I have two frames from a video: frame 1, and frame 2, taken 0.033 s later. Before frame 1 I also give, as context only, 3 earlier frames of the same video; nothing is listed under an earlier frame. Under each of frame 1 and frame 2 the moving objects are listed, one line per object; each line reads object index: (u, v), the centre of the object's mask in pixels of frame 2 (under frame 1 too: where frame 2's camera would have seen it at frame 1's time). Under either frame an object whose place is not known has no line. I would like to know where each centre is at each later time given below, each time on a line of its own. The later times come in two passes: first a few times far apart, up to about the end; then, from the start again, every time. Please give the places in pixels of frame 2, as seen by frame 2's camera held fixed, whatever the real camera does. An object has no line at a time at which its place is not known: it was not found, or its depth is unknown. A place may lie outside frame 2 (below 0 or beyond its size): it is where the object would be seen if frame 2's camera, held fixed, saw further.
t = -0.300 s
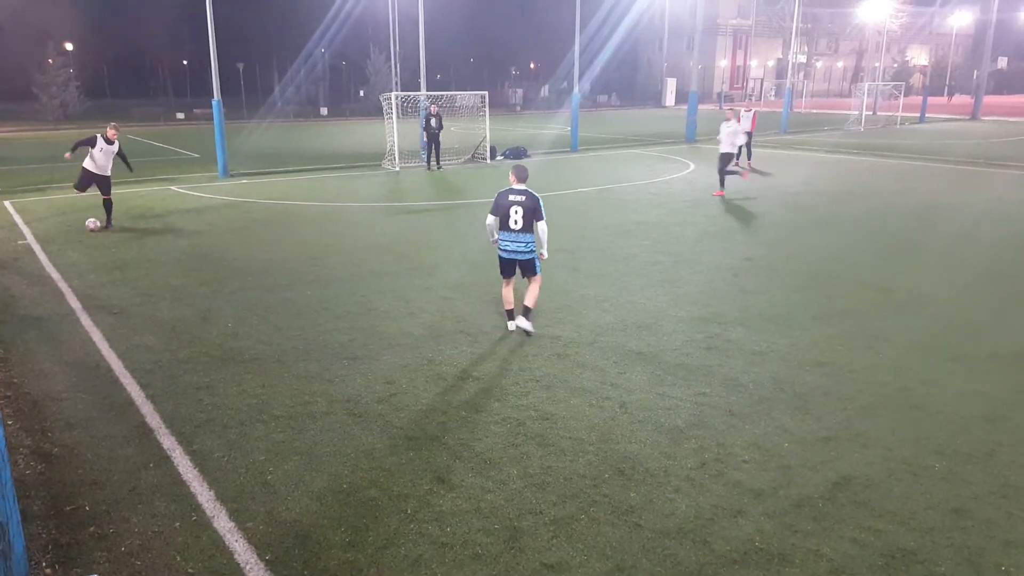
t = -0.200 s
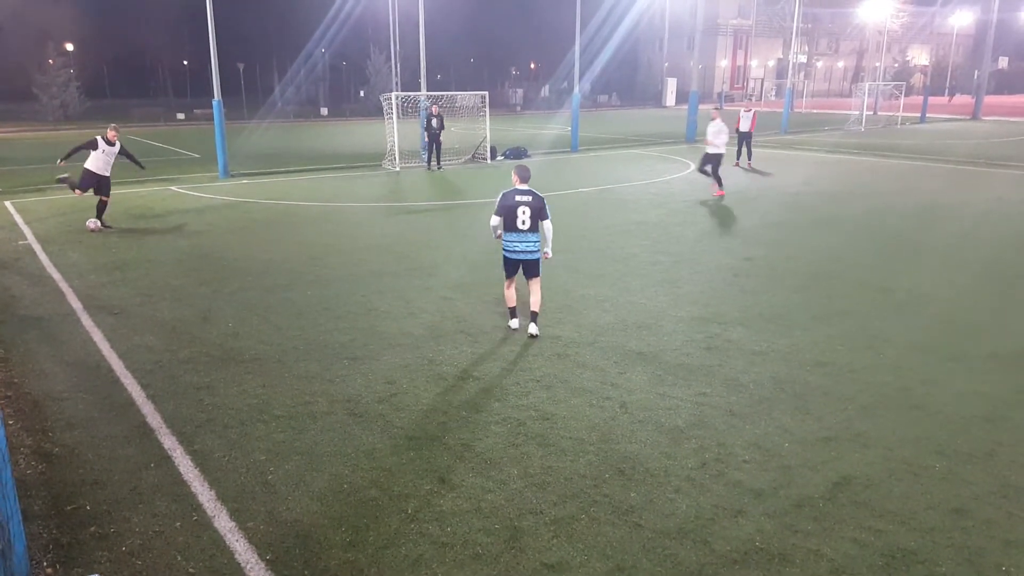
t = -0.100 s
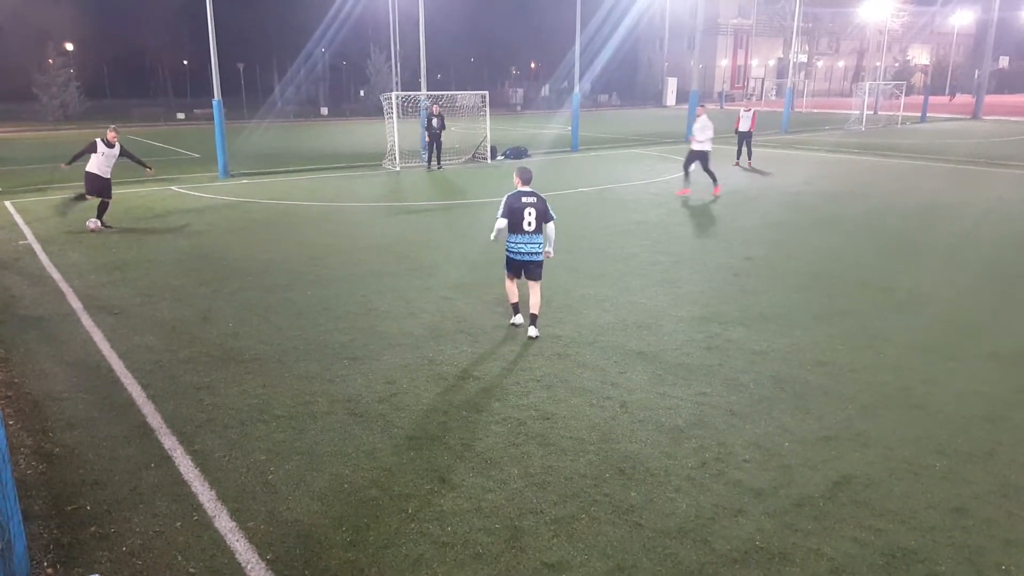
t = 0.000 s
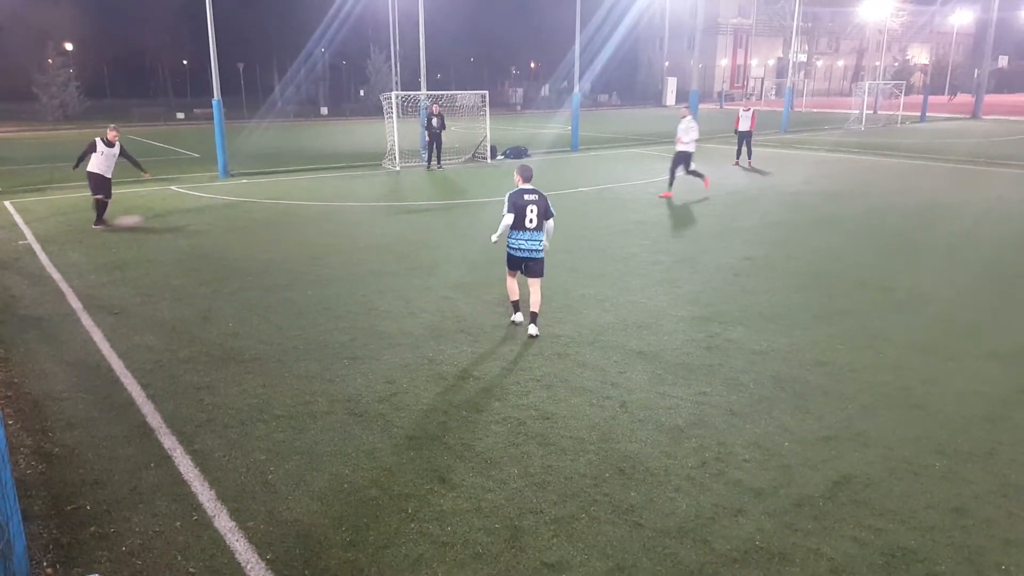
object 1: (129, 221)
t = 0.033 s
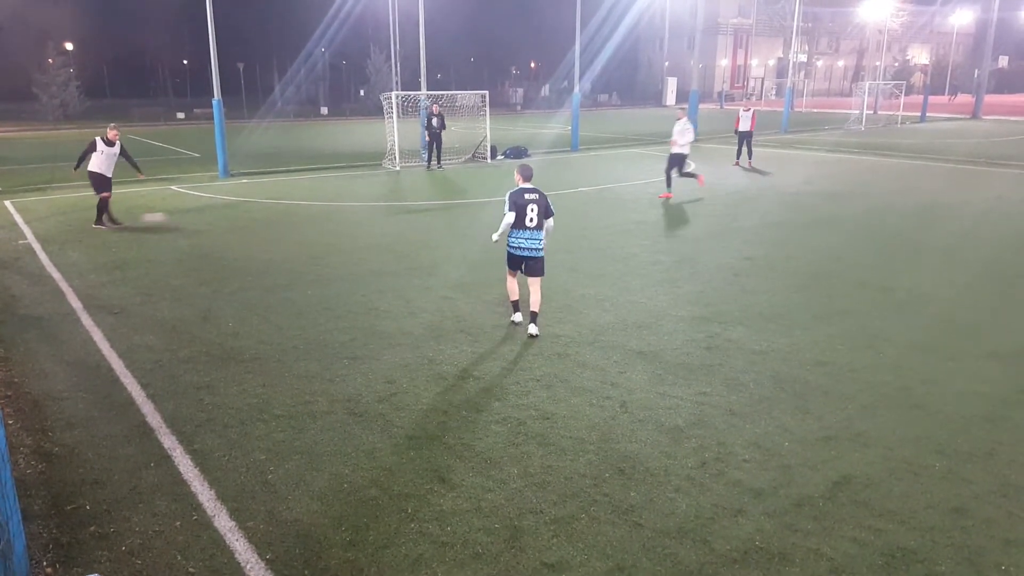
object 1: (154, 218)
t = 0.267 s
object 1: (310, 211)
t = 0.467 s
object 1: (413, 203)
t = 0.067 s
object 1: (180, 217)
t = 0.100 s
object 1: (202, 216)
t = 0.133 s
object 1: (226, 216)
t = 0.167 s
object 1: (249, 214)
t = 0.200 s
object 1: (269, 212)
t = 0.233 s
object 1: (289, 212)
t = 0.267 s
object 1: (310, 211)
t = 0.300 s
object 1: (328, 210)
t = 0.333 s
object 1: (347, 209)
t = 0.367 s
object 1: (365, 208)
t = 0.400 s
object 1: (380, 205)
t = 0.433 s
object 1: (397, 204)
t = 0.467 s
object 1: (413, 203)
